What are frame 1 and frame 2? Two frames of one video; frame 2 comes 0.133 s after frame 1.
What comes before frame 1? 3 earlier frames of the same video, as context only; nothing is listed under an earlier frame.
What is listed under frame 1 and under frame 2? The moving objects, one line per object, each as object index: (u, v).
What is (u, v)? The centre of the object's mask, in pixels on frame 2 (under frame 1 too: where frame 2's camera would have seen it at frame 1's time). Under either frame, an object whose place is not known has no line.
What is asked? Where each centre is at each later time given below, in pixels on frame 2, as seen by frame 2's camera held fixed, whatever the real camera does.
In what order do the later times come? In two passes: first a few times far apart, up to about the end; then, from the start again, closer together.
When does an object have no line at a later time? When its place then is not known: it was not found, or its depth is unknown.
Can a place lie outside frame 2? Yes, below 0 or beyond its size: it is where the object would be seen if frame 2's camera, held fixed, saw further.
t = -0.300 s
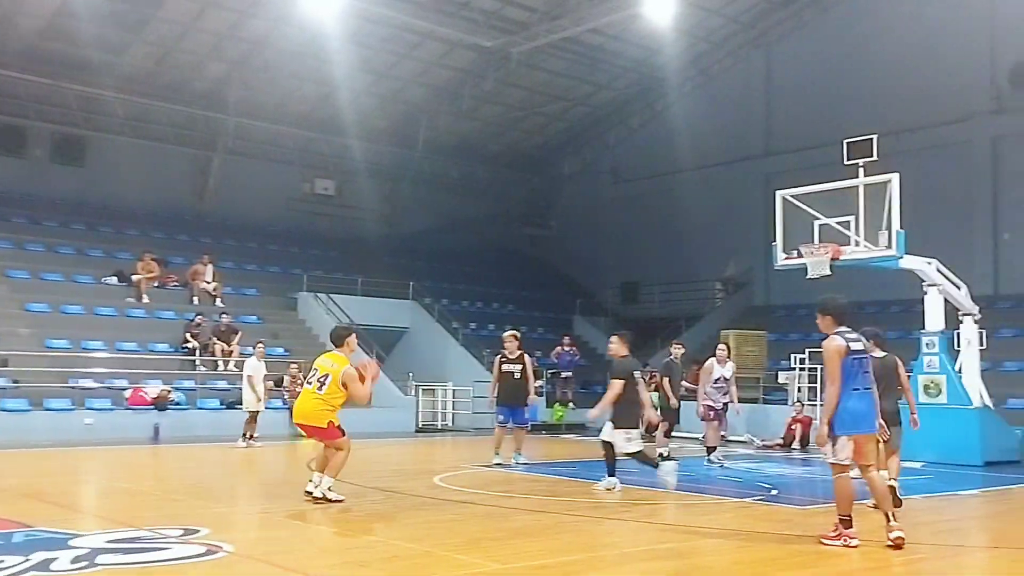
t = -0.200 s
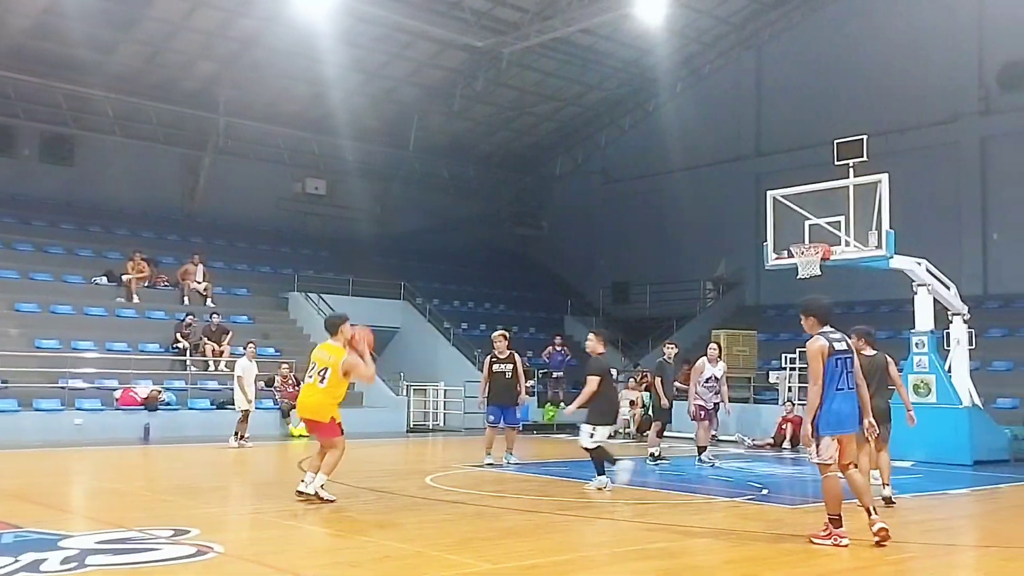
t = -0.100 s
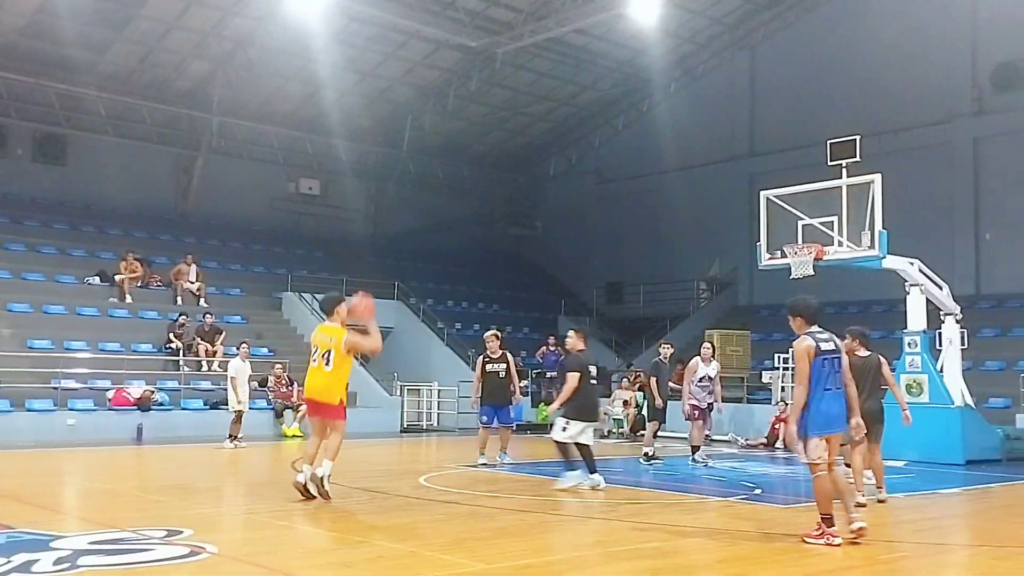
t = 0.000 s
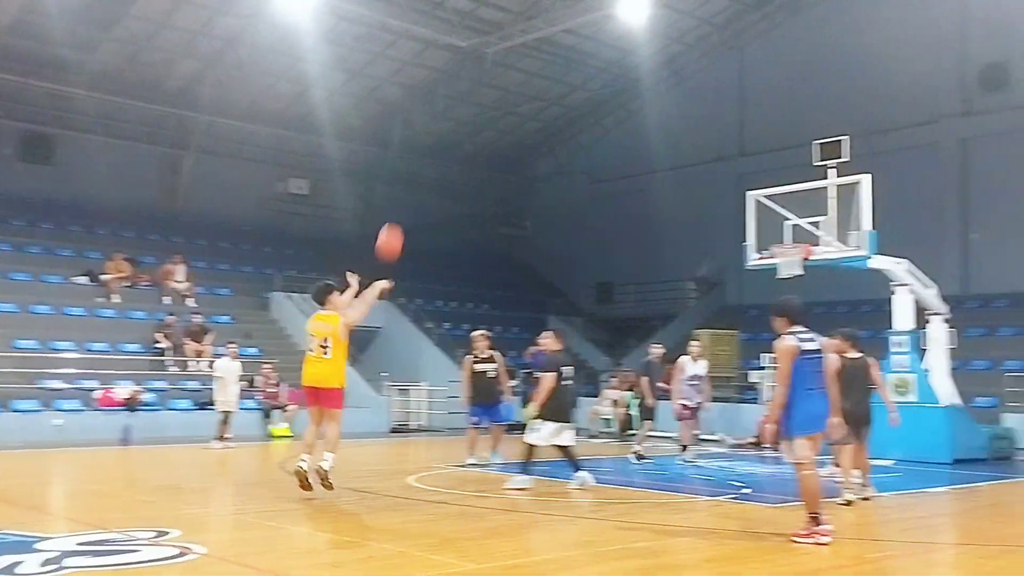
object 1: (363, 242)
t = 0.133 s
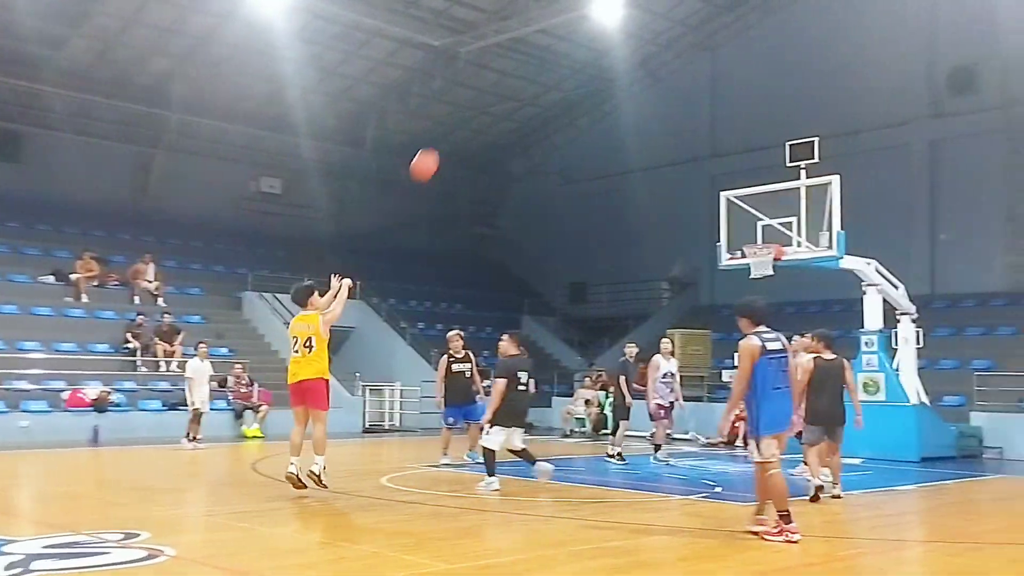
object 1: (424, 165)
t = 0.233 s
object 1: (466, 122)
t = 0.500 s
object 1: (564, 63)
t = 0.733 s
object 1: (635, 63)
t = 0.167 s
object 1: (439, 149)
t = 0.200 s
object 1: (453, 135)
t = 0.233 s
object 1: (466, 122)
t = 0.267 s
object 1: (480, 111)
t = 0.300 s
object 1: (492, 100)
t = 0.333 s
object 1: (505, 91)
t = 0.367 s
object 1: (517, 83)
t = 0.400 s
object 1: (530, 76)
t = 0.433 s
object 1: (542, 71)
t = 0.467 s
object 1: (553, 66)
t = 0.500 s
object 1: (564, 63)
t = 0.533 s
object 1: (575, 60)
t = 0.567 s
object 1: (585, 58)
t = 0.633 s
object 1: (607, 57)
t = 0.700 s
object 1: (626, 60)
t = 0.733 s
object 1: (635, 63)
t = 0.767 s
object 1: (645, 66)
